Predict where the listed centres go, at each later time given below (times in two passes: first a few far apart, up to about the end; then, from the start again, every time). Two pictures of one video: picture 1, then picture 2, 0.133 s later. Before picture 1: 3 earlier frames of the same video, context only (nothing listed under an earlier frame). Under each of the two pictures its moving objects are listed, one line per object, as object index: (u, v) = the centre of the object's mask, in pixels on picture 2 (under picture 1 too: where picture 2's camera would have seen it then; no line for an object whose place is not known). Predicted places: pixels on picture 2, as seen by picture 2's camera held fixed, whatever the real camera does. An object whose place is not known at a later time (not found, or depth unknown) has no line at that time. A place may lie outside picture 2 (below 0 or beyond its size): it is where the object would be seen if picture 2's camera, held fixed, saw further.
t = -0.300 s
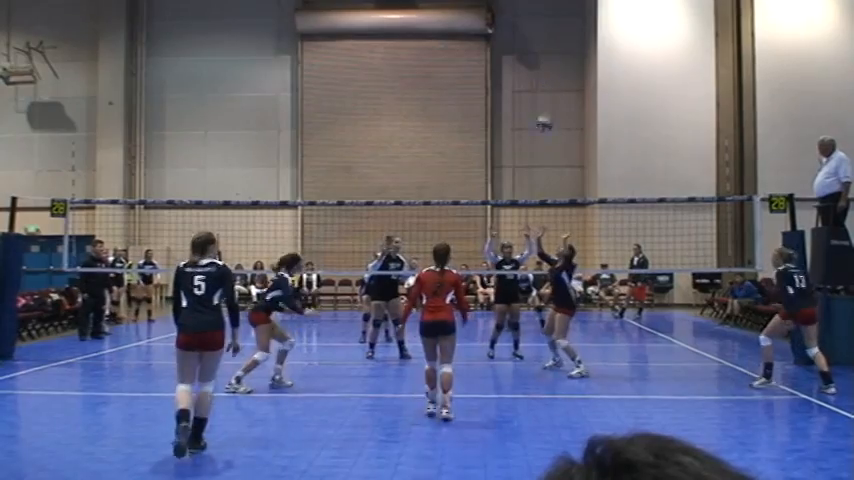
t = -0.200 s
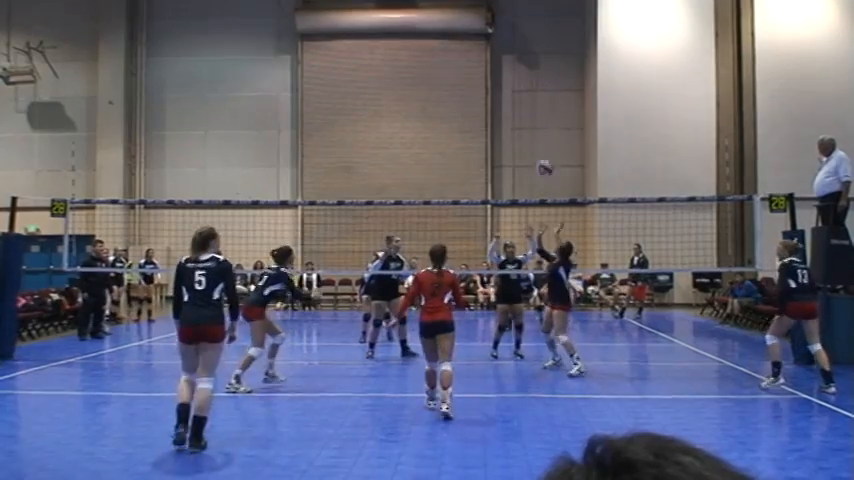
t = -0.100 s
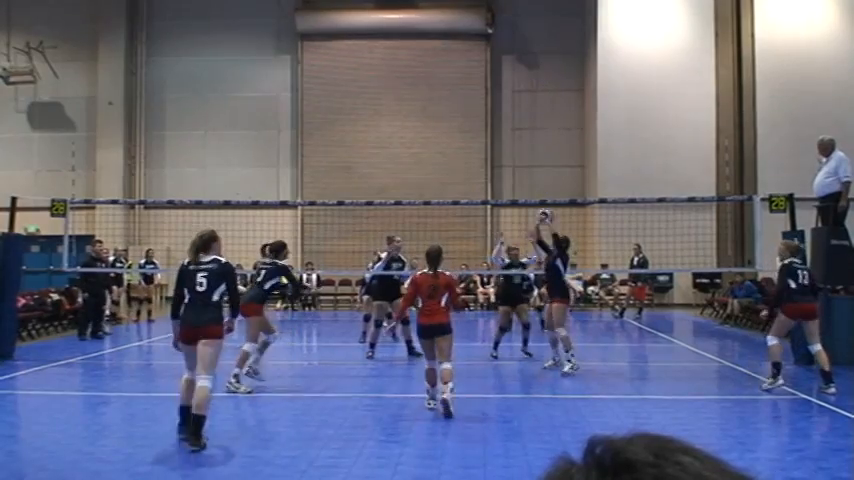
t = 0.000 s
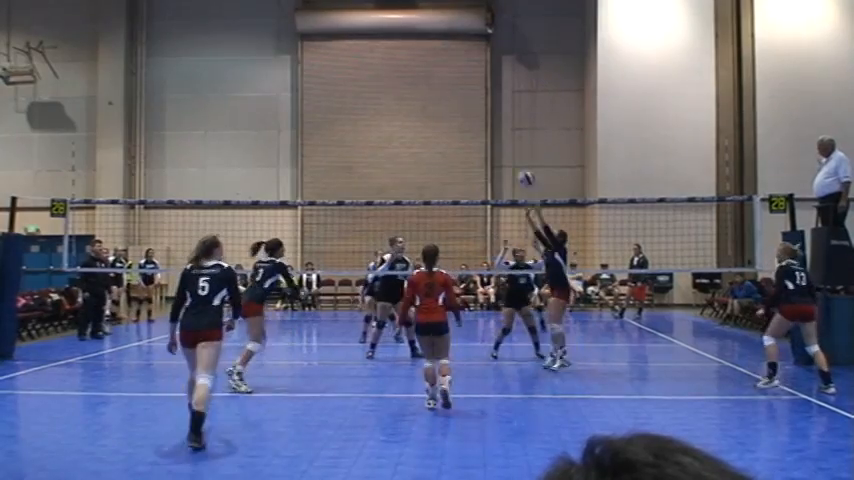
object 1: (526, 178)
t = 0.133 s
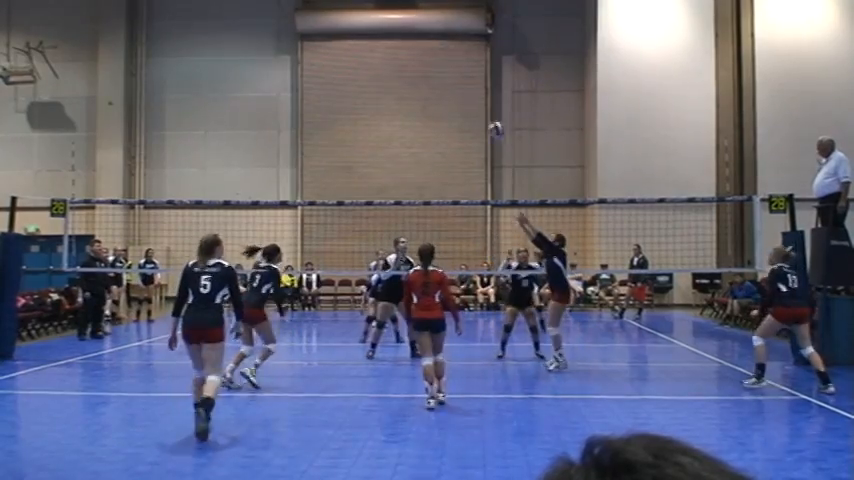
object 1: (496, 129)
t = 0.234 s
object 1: (475, 101)
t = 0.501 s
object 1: (418, 70)
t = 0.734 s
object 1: (371, 87)
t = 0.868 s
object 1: (345, 114)
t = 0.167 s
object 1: (488, 119)
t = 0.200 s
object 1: (482, 110)
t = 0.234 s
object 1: (475, 101)
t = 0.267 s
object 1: (468, 94)
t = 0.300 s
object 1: (460, 89)
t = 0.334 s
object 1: (453, 84)
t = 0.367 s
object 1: (446, 80)
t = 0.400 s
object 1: (439, 77)
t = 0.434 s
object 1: (432, 73)
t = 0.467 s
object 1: (424, 72)
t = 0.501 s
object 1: (418, 70)
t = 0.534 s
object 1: (411, 70)
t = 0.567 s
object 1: (404, 71)
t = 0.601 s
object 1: (397, 72)
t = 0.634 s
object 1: (391, 75)
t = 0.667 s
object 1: (384, 79)
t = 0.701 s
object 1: (377, 82)
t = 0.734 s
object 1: (371, 87)
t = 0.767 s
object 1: (364, 93)
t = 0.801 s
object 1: (358, 99)
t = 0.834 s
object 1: (351, 106)
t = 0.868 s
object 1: (345, 114)
